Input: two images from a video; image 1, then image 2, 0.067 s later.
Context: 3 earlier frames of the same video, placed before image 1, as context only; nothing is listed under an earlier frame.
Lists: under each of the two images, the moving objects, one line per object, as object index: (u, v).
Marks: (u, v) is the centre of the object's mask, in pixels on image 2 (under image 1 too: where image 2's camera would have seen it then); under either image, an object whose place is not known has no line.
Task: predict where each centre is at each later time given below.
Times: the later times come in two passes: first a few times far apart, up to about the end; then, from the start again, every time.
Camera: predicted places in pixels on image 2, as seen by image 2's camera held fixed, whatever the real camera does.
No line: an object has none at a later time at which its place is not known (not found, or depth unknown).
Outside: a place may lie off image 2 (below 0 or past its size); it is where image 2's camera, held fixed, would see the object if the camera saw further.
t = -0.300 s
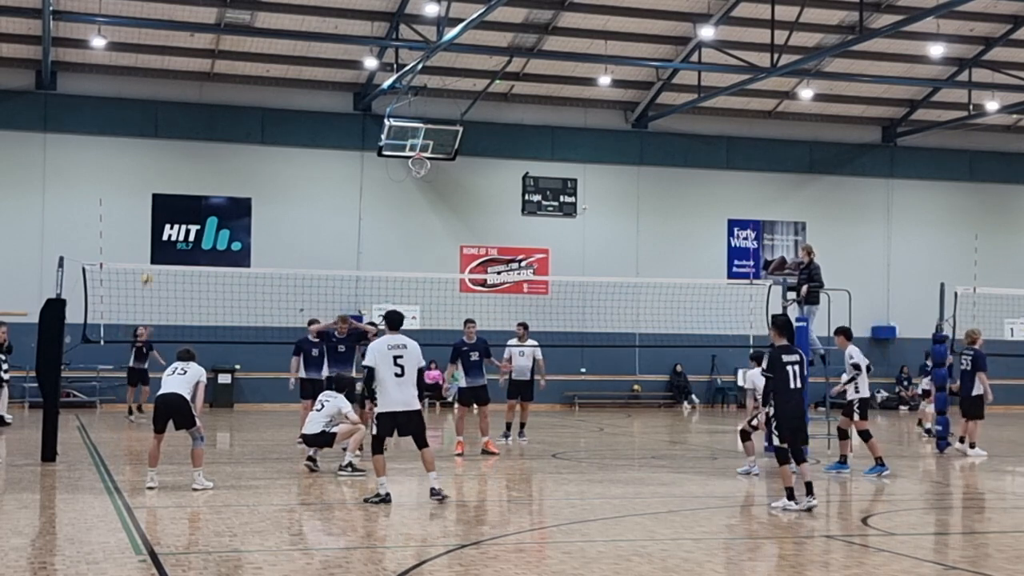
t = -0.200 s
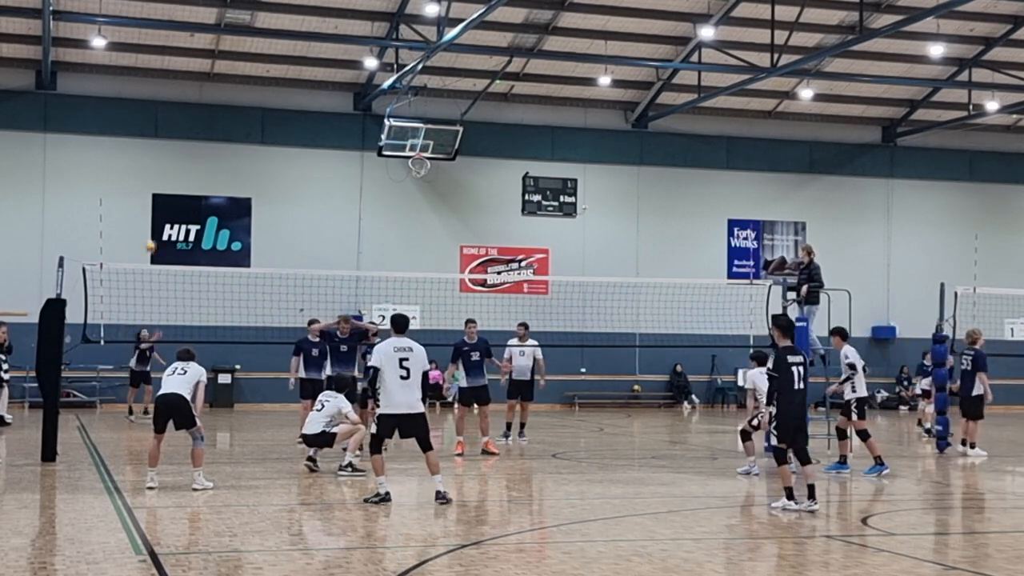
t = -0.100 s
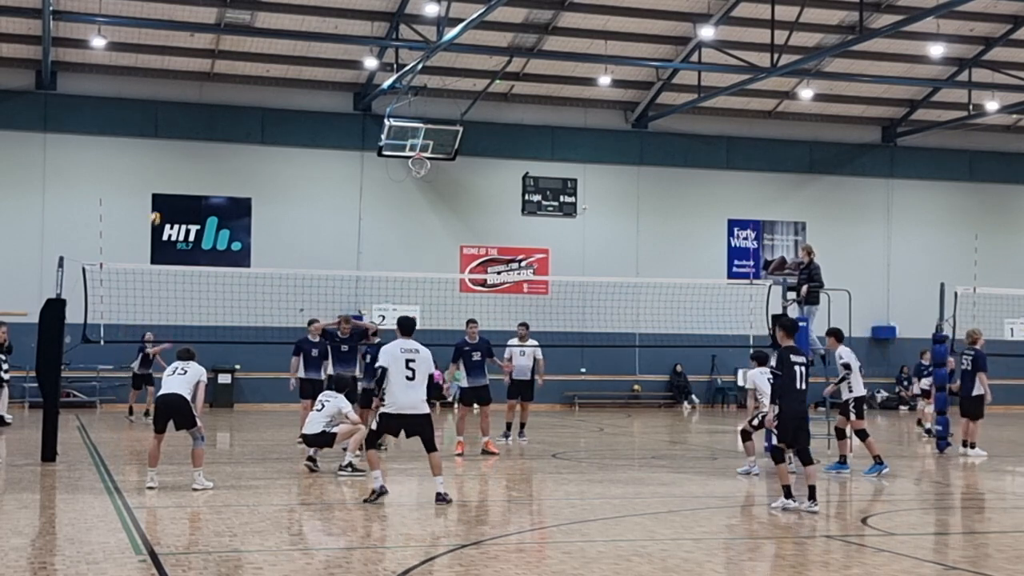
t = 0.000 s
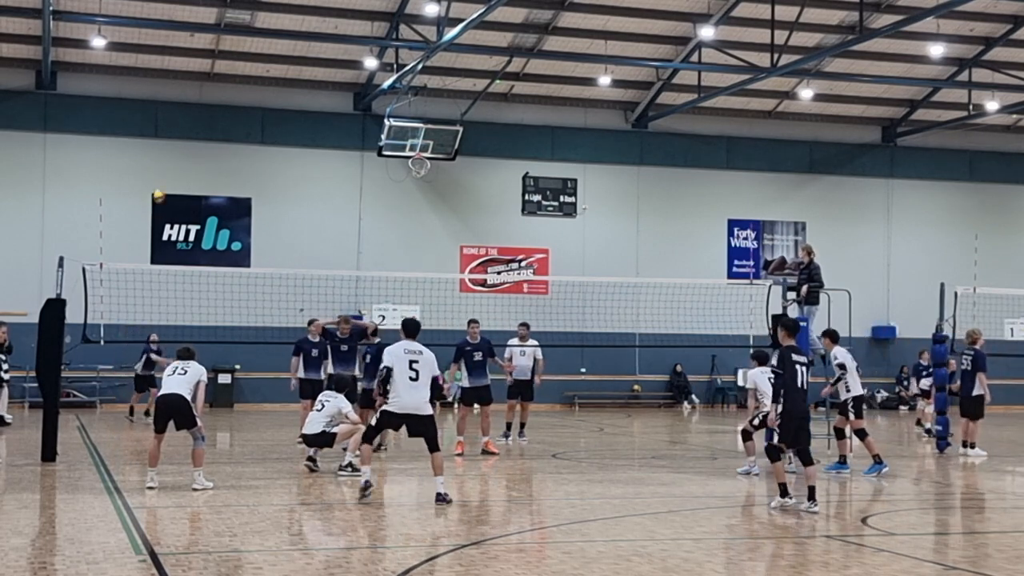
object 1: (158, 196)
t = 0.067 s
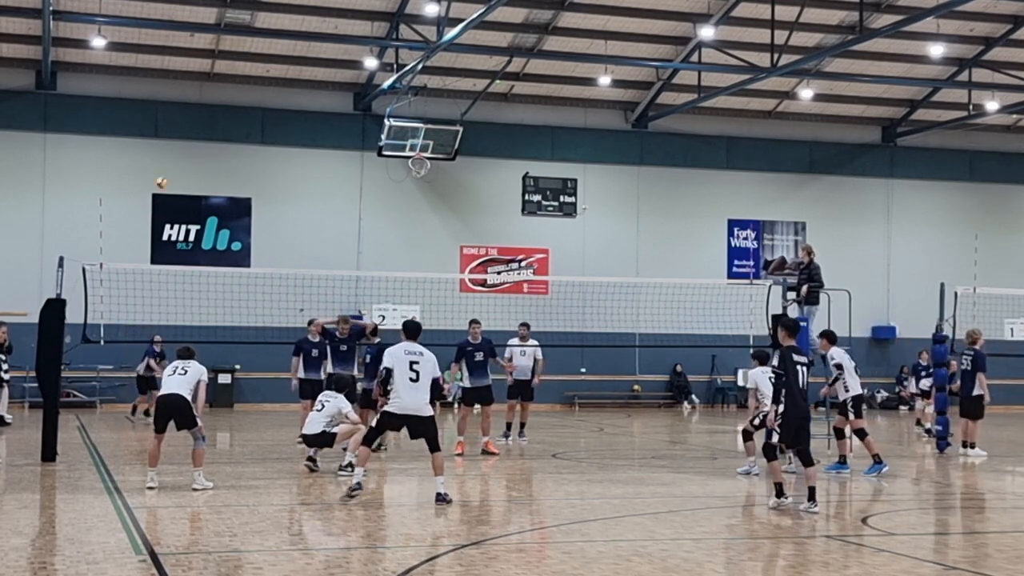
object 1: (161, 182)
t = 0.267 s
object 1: (170, 159)
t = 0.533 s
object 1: (179, 157)
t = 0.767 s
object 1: (186, 185)
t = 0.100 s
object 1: (162, 176)
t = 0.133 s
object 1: (164, 172)
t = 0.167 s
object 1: (165, 168)
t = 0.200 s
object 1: (166, 164)
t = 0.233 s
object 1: (168, 161)
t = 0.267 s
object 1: (170, 159)
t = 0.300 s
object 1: (170, 157)
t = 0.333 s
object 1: (172, 155)
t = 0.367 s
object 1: (172, 154)
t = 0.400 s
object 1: (173, 153)
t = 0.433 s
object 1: (175, 153)
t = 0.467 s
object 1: (176, 154)
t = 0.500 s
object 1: (177, 155)
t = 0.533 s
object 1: (179, 157)
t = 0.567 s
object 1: (179, 159)
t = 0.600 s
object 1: (181, 162)
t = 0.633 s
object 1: (182, 166)
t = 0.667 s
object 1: (183, 170)
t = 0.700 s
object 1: (183, 174)
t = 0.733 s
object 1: (185, 179)
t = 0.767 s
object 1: (186, 185)
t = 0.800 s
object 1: (186, 192)
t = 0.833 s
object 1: (188, 199)
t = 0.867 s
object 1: (189, 206)
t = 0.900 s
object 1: (190, 214)
